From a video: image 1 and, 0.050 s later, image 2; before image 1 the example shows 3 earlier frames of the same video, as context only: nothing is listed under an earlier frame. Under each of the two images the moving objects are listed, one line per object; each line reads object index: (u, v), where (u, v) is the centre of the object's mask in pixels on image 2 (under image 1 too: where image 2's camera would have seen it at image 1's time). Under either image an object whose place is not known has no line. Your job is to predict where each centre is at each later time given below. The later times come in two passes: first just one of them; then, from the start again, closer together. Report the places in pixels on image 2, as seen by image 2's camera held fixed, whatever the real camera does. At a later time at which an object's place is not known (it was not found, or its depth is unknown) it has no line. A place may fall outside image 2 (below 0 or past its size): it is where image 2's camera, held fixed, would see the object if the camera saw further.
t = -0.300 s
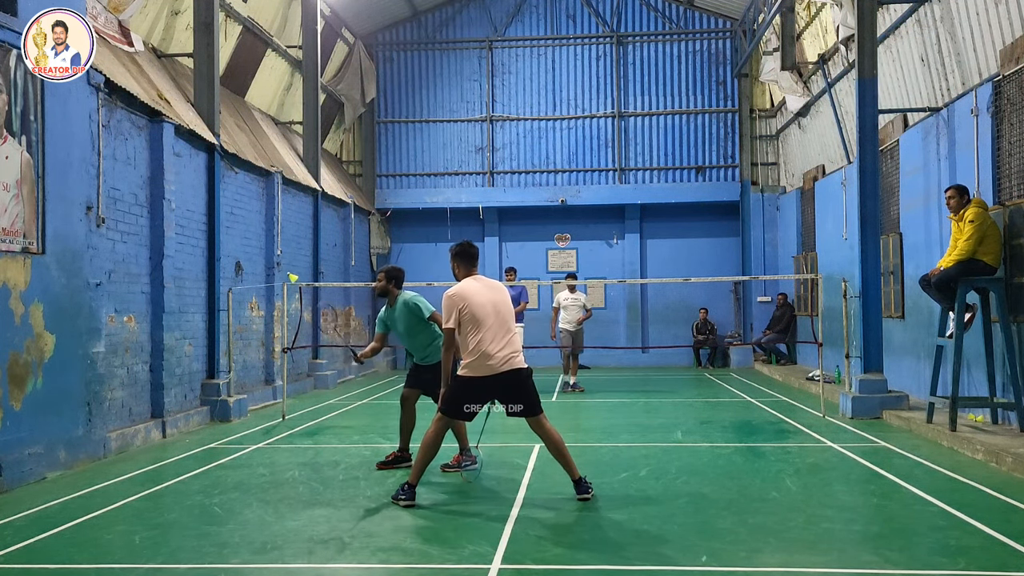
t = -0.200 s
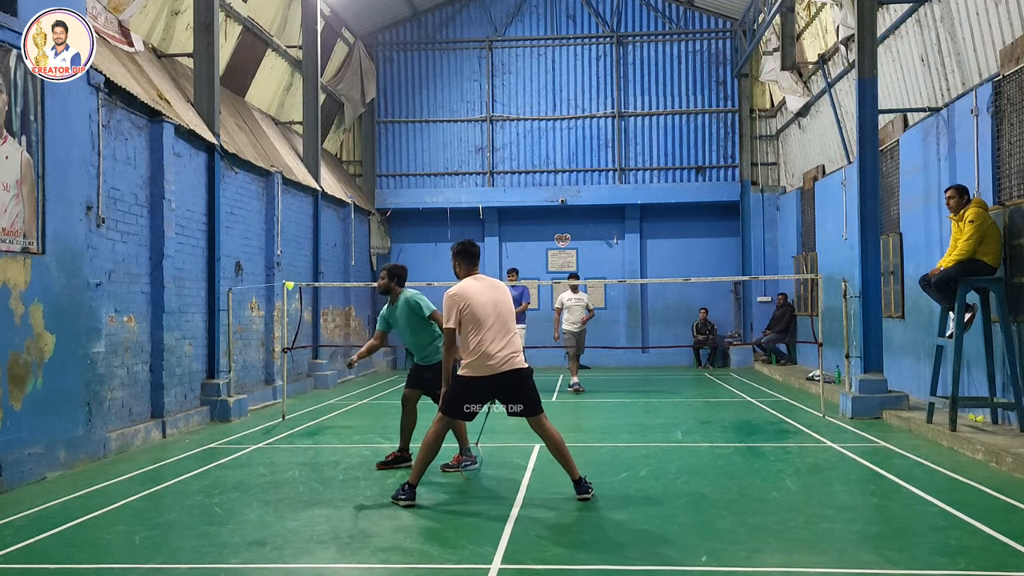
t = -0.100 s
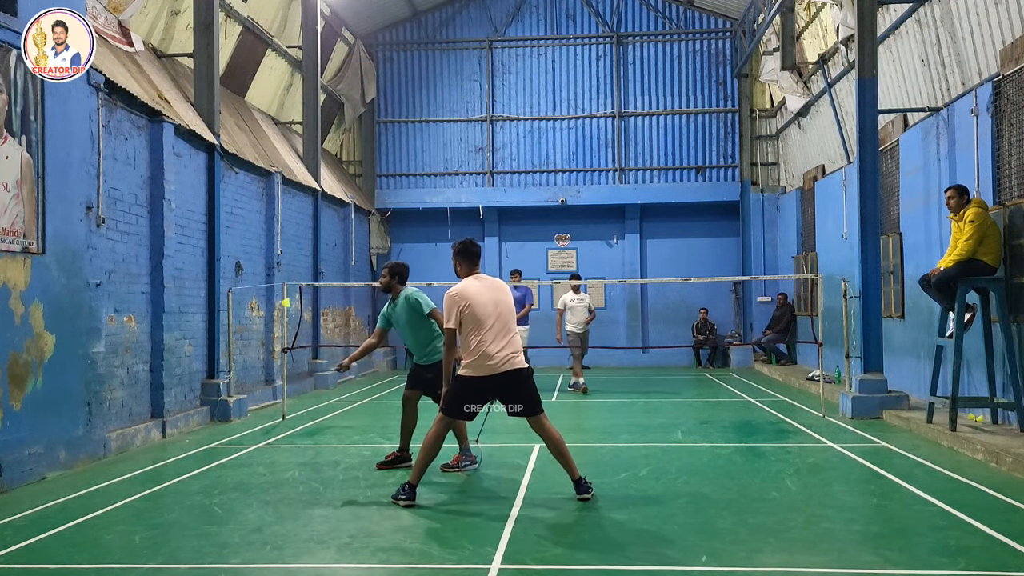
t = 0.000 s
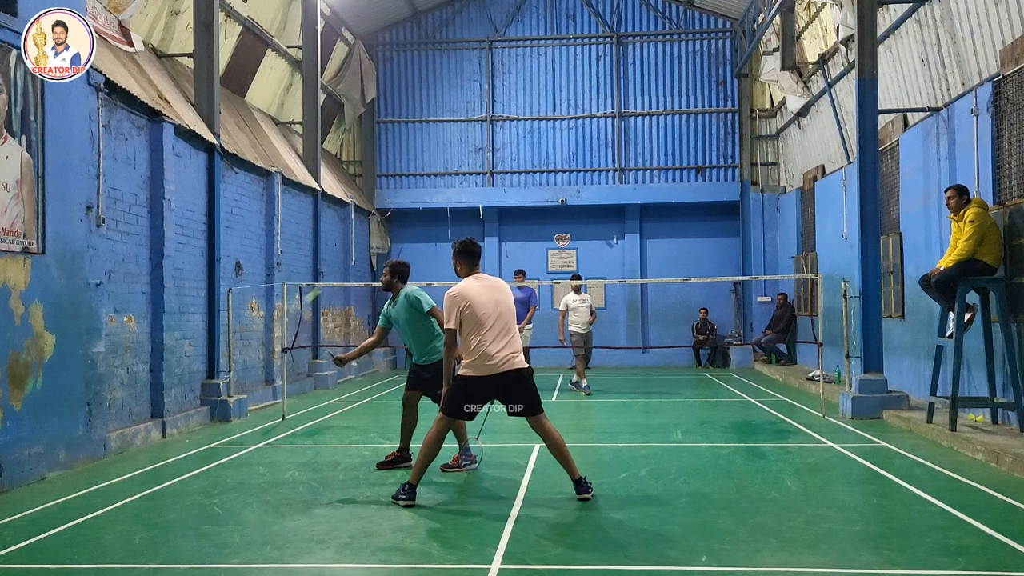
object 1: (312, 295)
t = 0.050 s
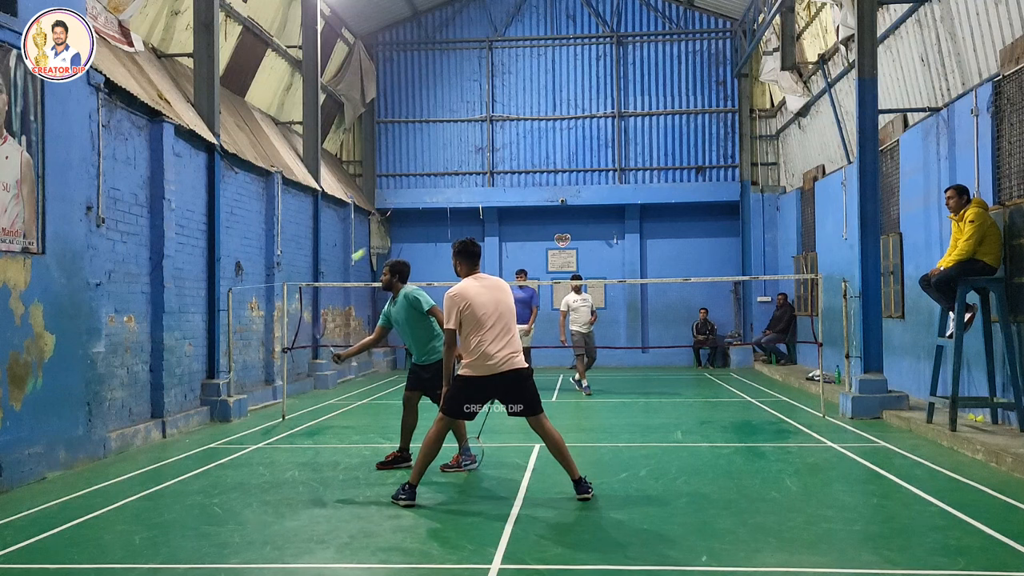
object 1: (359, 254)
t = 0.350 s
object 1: (494, 171)
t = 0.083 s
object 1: (386, 233)
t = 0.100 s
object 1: (394, 226)
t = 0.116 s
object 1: (402, 218)
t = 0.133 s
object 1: (410, 212)
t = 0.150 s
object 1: (418, 207)
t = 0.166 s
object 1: (428, 201)
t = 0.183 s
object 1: (435, 196)
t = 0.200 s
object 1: (443, 192)
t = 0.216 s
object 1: (450, 188)
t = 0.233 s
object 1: (456, 184)
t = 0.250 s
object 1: (462, 182)
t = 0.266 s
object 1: (468, 179)
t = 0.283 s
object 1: (473, 177)
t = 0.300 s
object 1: (479, 175)
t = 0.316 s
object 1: (484, 174)
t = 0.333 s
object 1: (489, 173)
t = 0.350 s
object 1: (494, 171)
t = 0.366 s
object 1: (498, 171)
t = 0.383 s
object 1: (502, 170)
